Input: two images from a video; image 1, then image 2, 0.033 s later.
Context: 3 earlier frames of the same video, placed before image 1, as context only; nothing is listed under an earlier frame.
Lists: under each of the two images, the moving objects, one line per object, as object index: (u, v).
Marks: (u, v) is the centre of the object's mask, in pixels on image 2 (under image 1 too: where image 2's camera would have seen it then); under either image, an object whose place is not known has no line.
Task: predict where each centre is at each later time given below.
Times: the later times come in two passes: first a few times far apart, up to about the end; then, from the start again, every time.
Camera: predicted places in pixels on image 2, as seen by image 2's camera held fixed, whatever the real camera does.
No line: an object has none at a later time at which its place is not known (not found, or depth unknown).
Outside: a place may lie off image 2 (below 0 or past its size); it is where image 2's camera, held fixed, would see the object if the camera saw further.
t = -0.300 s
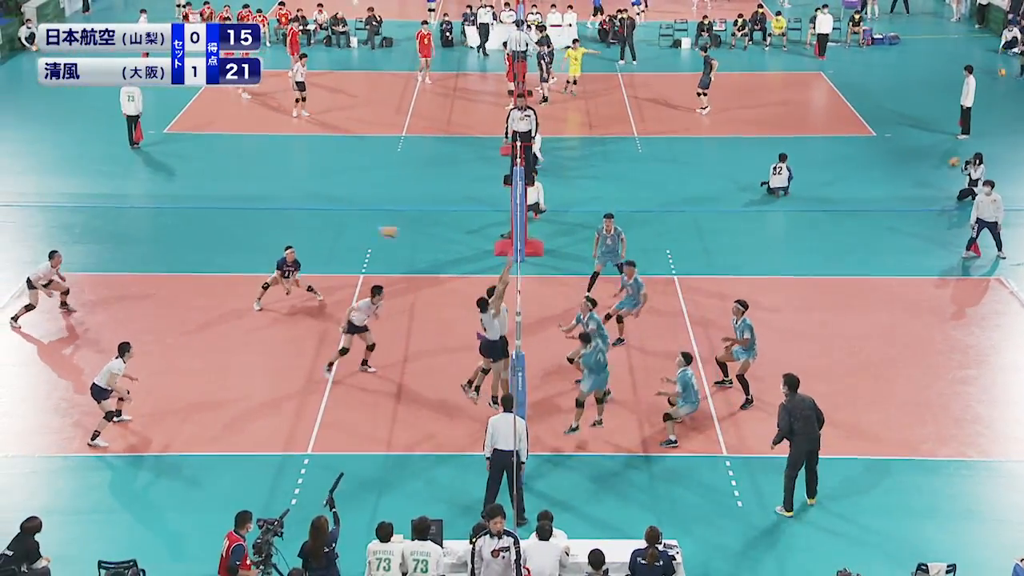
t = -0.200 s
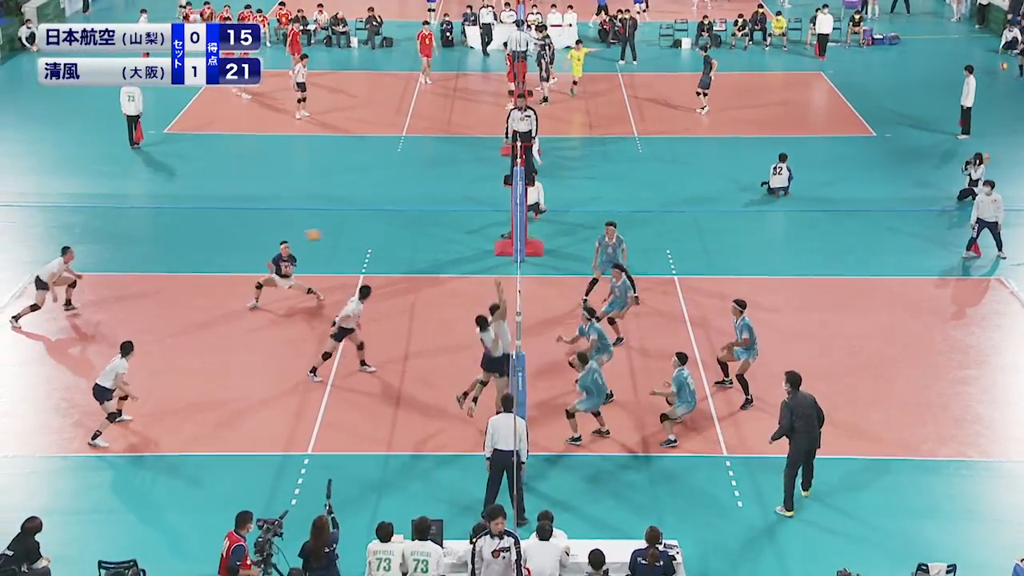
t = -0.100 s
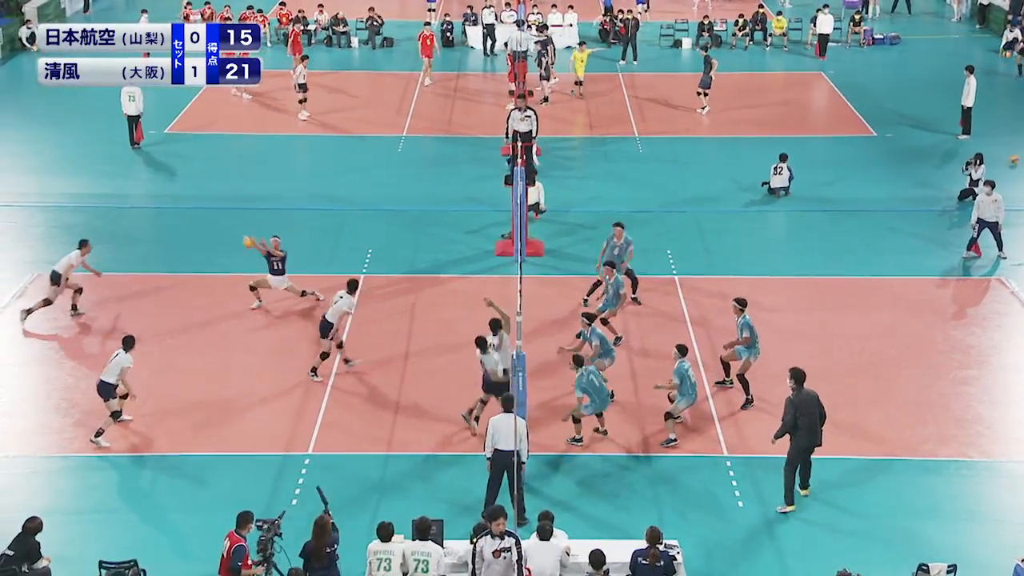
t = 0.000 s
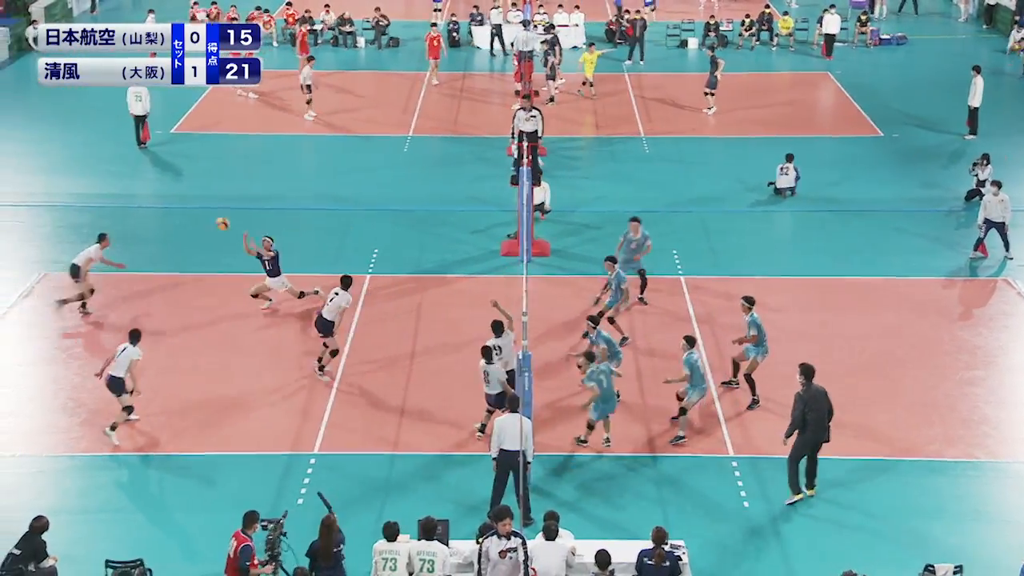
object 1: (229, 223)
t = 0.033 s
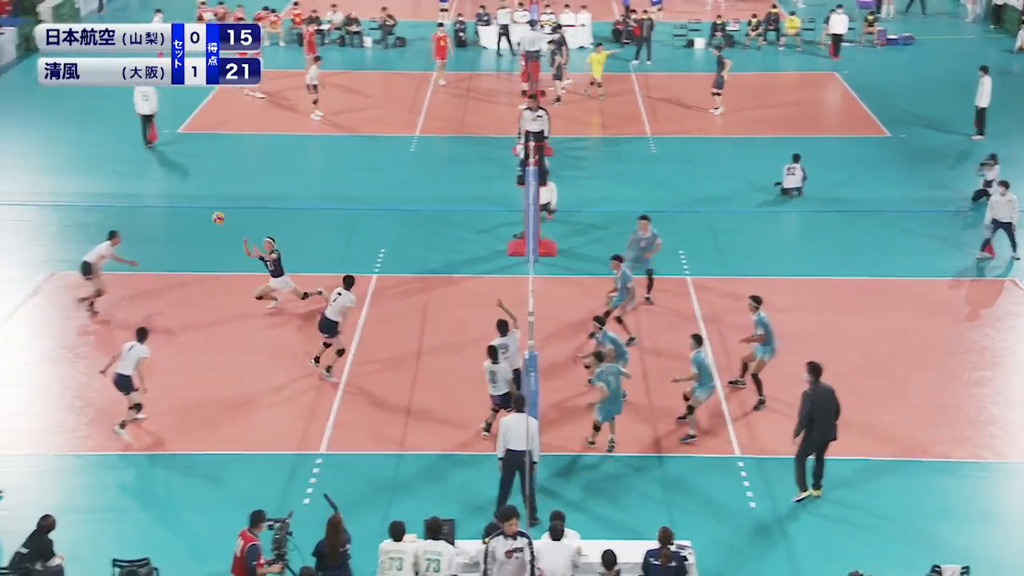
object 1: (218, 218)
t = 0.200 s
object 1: (165, 202)
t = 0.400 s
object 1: (102, 204)
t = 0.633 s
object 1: (33, 235)
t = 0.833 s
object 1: (-24, 284)
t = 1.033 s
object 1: (-76, 309)
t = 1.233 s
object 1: (-125, 271)
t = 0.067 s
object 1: (207, 213)
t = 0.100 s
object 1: (197, 210)
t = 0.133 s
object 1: (186, 207)
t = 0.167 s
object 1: (176, 204)
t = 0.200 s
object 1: (165, 202)
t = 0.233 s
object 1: (154, 201)
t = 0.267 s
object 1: (144, 200)
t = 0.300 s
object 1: (134, 200)
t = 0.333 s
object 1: (123, 201)
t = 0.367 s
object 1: (113, 202)
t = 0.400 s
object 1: (102, 204)
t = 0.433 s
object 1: (92, 207)
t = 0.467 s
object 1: (83, 210)
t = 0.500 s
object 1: (72, 213)
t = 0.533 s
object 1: (63, 218)
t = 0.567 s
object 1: (52, 223)
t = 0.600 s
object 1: (43, 228)
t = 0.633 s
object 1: (33, 235)
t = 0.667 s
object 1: (23, 241)
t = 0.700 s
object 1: (13, 249)
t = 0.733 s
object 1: (4, 256)
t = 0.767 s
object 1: (-6, 265)
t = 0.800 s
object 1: (-15, 274)
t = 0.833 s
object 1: (-24, 284)
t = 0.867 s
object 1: (-33, 294)
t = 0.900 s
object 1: (-42, 305)
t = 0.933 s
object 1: (-52, 317)
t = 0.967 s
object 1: (-60, 327)
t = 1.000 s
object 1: (-68, 317)
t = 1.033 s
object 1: (-76, 309)
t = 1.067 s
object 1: (-85, 302)
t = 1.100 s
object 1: (-94, 294)
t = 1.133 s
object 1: (-101, 287)
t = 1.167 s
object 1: (-110, 281)
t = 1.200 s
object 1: (-118, 276)
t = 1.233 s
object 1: (-125, 271)
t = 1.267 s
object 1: (-135, 268)
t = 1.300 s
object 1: (-143, 264)
